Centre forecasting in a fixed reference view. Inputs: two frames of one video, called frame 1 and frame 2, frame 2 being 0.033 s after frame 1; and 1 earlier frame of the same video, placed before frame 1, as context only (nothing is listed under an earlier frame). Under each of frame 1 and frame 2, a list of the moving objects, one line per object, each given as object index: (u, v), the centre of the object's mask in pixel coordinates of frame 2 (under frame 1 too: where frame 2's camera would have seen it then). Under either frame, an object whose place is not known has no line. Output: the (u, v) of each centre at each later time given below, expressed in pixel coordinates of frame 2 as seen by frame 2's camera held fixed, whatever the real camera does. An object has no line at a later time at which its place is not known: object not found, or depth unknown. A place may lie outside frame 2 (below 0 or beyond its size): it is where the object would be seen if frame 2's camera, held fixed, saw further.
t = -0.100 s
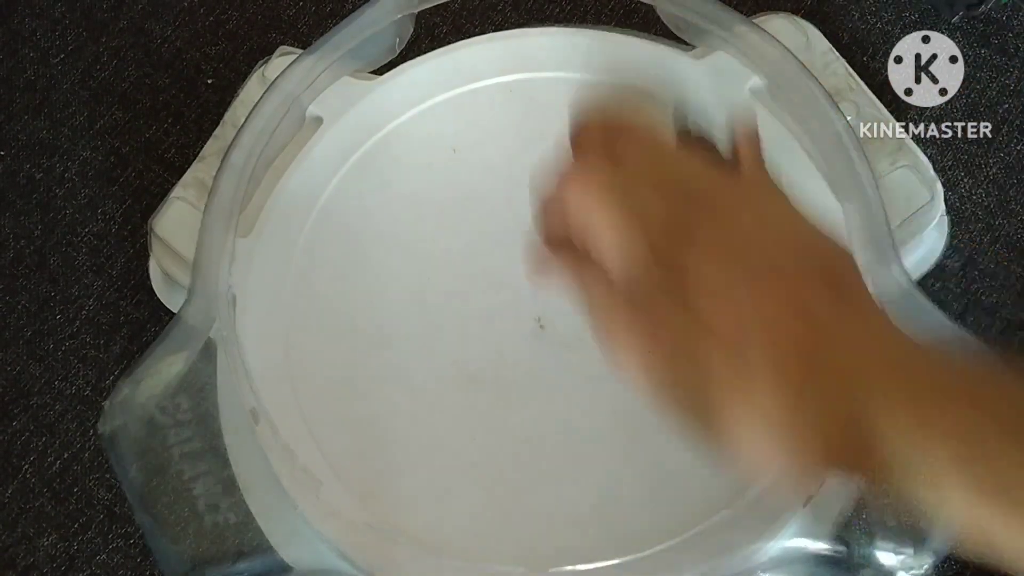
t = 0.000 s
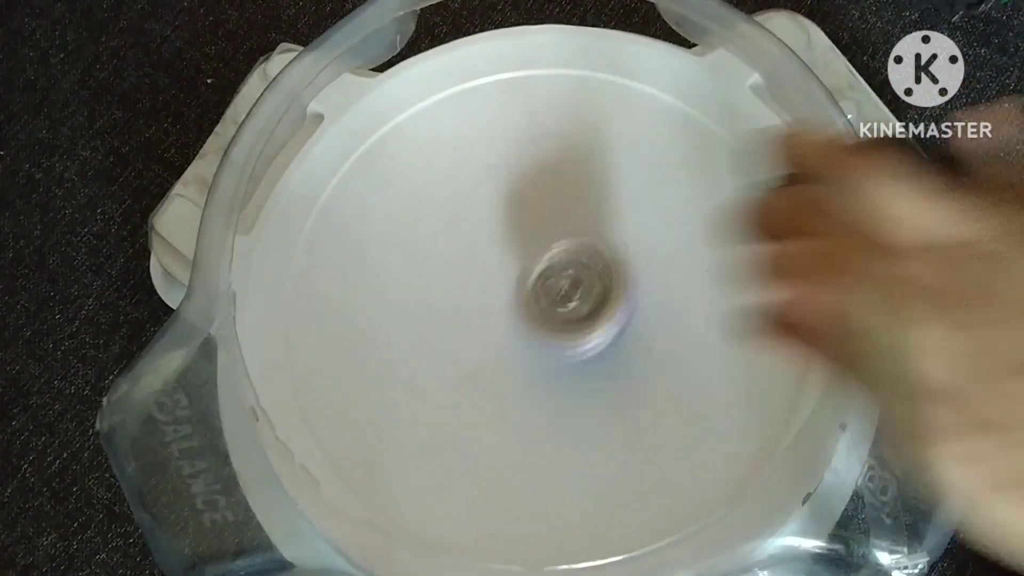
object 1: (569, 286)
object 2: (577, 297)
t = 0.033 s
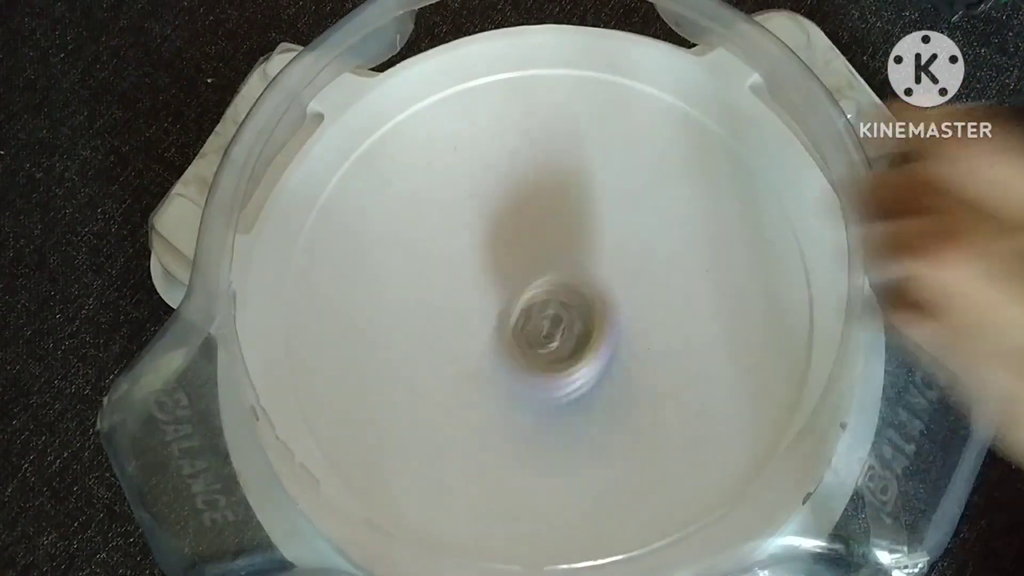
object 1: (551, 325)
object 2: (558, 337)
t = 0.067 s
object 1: (538, 365)
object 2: (546, 379)
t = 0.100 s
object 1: (532, 407)
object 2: (539, 421)
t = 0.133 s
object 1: (533, 448)
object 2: (542, 464)
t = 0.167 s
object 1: (542, 486)
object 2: (547, 490)
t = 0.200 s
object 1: (557, 522)
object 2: (566, 520)
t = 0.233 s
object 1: (577, 534)
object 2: (582, 531)
